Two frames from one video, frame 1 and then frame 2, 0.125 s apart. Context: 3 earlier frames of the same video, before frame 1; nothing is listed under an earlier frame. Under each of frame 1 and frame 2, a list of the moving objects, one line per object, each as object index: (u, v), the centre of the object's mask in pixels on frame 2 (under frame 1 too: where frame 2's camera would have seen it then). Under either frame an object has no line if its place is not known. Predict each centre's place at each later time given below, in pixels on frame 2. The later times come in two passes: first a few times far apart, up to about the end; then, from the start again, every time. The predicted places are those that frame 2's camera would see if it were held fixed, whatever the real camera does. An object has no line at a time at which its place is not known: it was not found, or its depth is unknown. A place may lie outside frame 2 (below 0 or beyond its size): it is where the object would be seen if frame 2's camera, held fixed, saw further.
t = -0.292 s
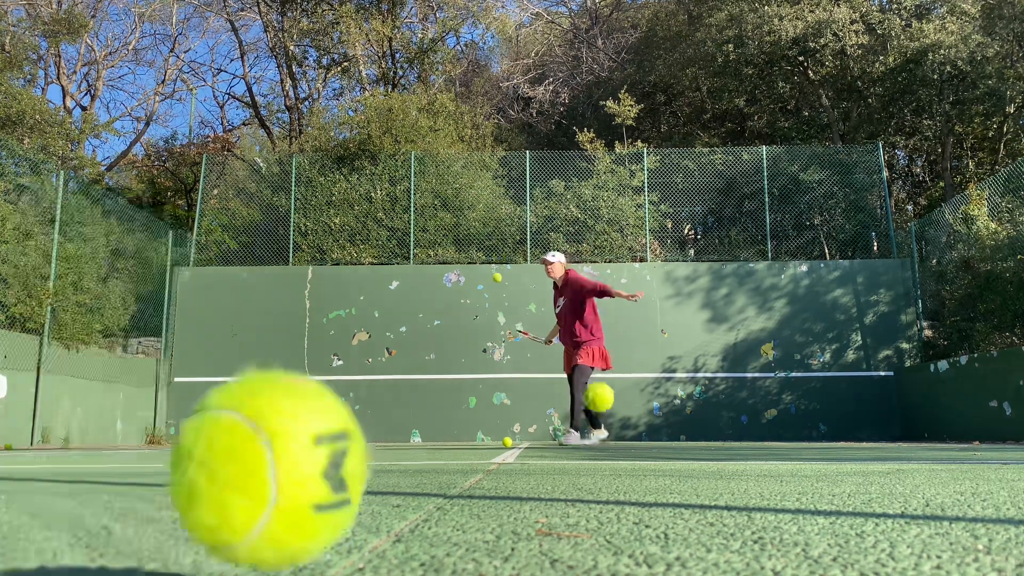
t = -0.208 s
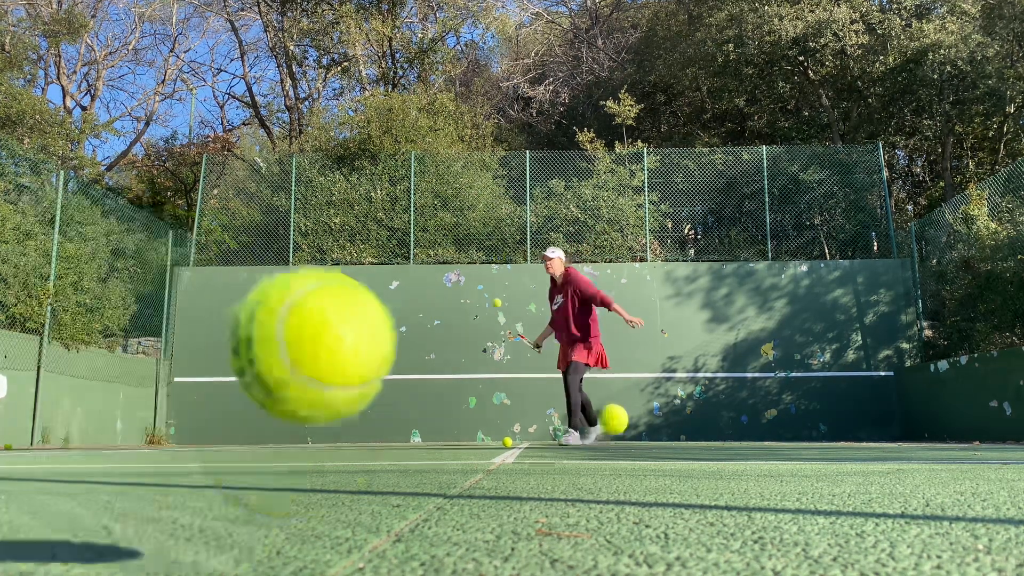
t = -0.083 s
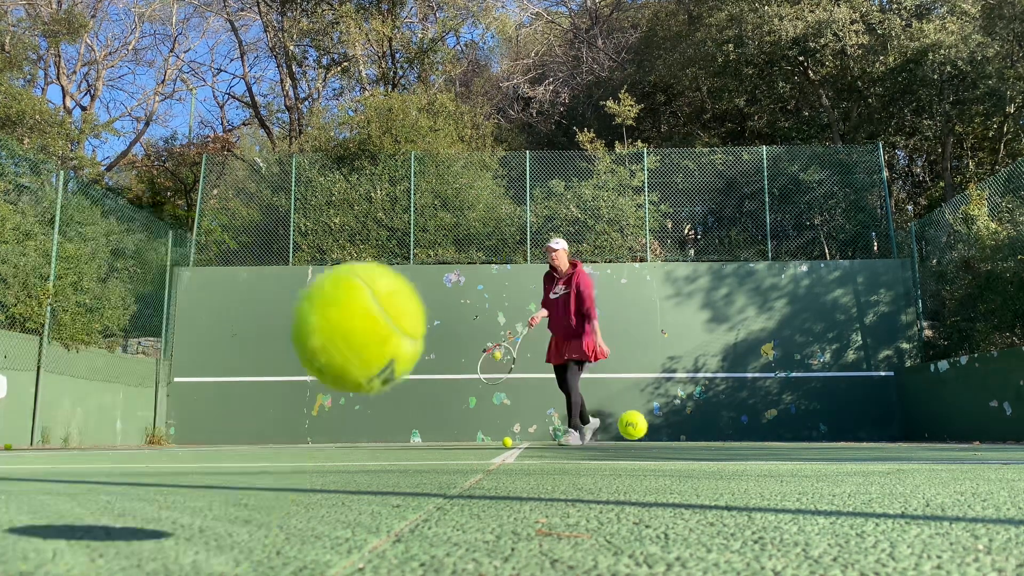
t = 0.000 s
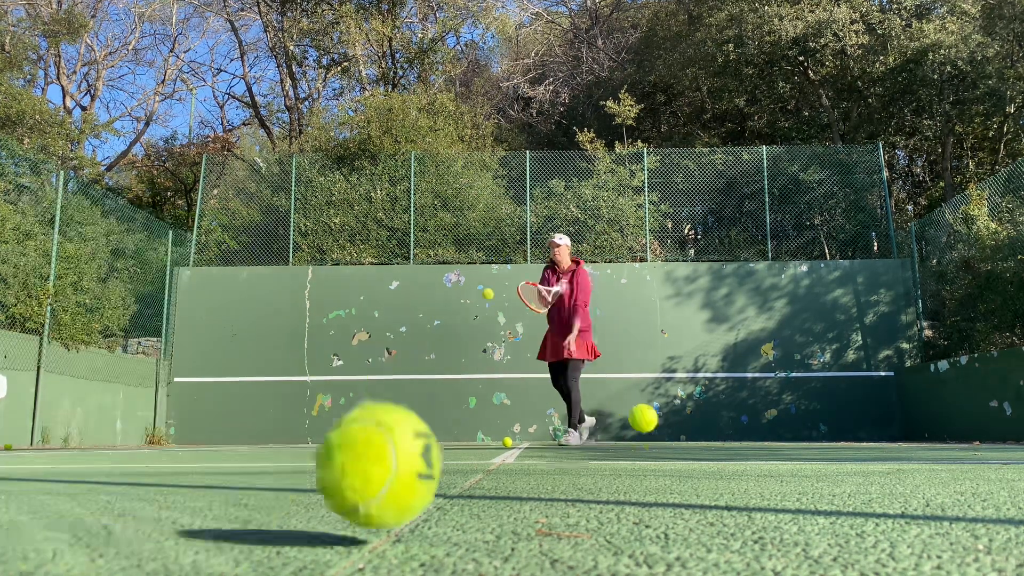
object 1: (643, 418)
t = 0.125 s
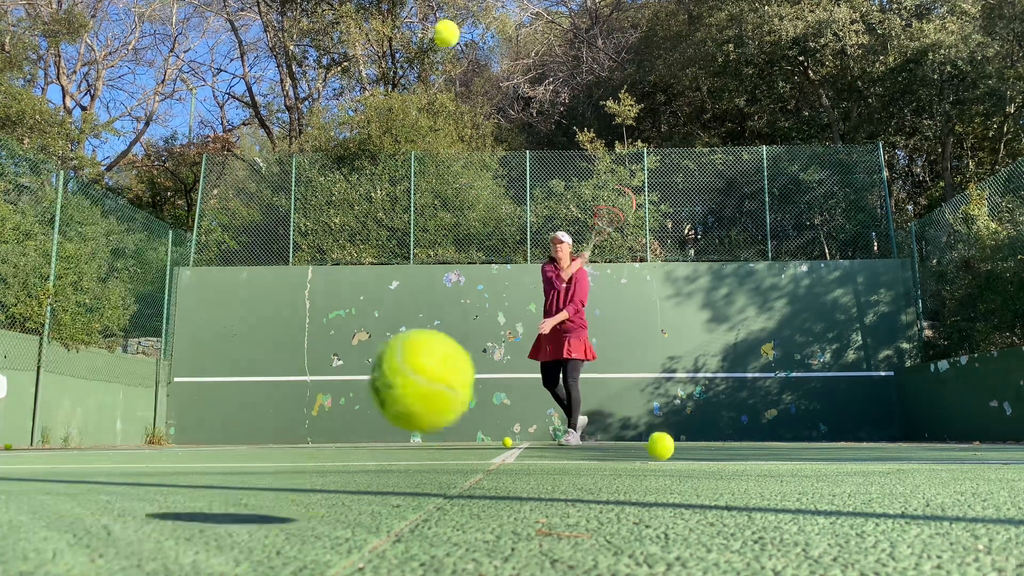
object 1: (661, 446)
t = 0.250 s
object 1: (675, 433)
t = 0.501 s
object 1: (703, 445)
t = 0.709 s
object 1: (719, 446)
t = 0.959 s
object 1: (736, 446)
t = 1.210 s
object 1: (752, 446)
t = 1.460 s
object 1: (766, 446)
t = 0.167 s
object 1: (665, 434)
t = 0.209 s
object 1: (670, 430)
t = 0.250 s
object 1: (675, 433)
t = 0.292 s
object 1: (680, 442)
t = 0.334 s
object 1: (685, 445)
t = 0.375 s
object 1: (689, 438)
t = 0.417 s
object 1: (694, 437)
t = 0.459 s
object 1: (699, 442)
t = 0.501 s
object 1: (703, 445)
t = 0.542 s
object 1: (706, 441)
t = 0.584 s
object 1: (709, 443)
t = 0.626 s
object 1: (713, 447)
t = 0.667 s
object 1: (715, 444)
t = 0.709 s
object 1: (719, 446)
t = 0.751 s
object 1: (722, 445)
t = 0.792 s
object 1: (725, 447)
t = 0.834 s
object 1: (728, 446)
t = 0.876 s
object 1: (731, 447)
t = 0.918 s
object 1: (733, 446)
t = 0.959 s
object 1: (736, 446)
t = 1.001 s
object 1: (739, 447)
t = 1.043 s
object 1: (742, 447)
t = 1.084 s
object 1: (744, 446)
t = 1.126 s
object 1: (747, 446)
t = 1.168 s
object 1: (750, 446)
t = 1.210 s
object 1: (752, 446)
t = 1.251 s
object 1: (754, 446)
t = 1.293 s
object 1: (757, 446)
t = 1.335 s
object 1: (759, 445)
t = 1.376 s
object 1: (761, 445)
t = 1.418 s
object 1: (764, 446)
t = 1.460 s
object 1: (766, 446)
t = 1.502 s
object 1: (768, 446)
